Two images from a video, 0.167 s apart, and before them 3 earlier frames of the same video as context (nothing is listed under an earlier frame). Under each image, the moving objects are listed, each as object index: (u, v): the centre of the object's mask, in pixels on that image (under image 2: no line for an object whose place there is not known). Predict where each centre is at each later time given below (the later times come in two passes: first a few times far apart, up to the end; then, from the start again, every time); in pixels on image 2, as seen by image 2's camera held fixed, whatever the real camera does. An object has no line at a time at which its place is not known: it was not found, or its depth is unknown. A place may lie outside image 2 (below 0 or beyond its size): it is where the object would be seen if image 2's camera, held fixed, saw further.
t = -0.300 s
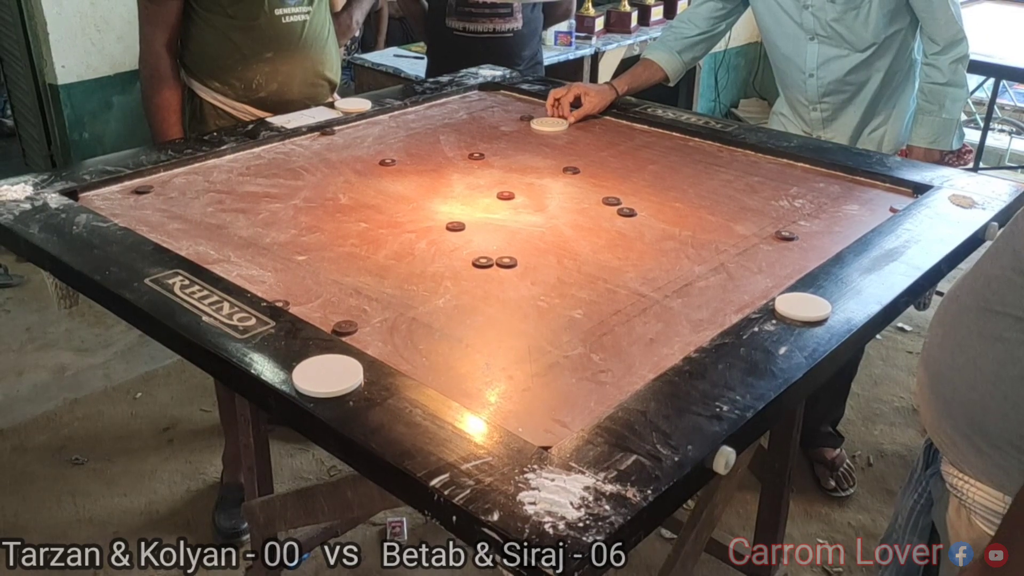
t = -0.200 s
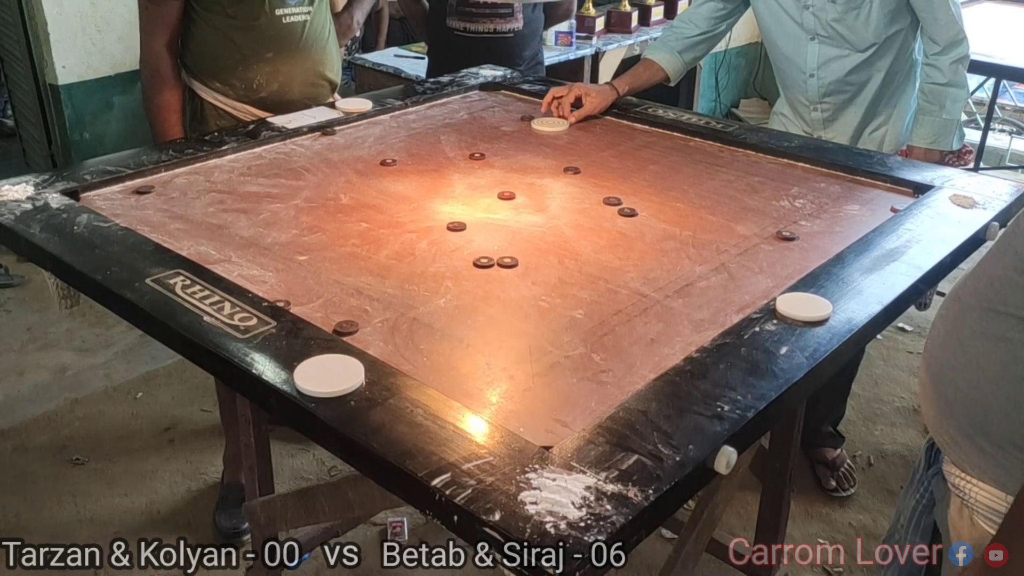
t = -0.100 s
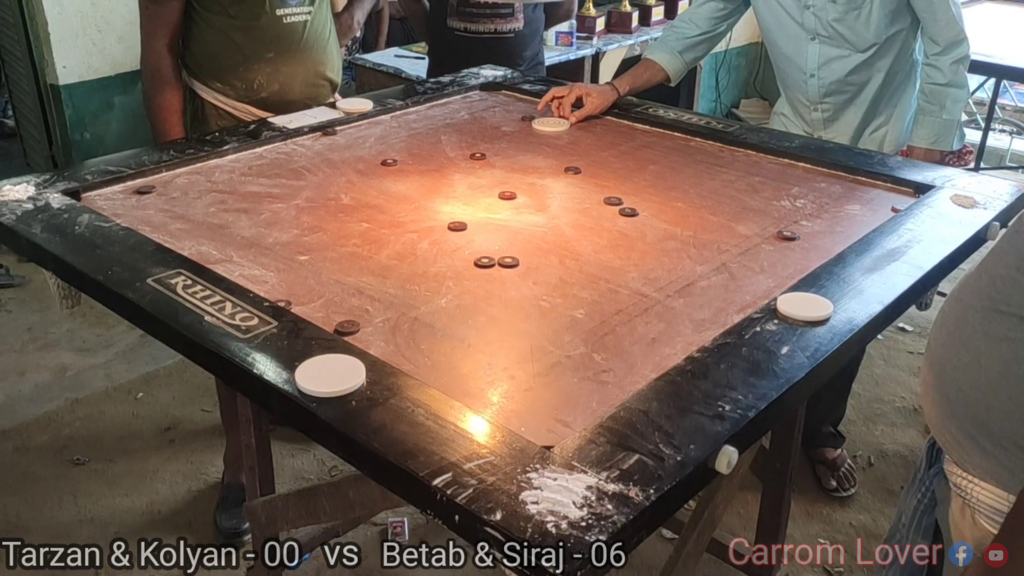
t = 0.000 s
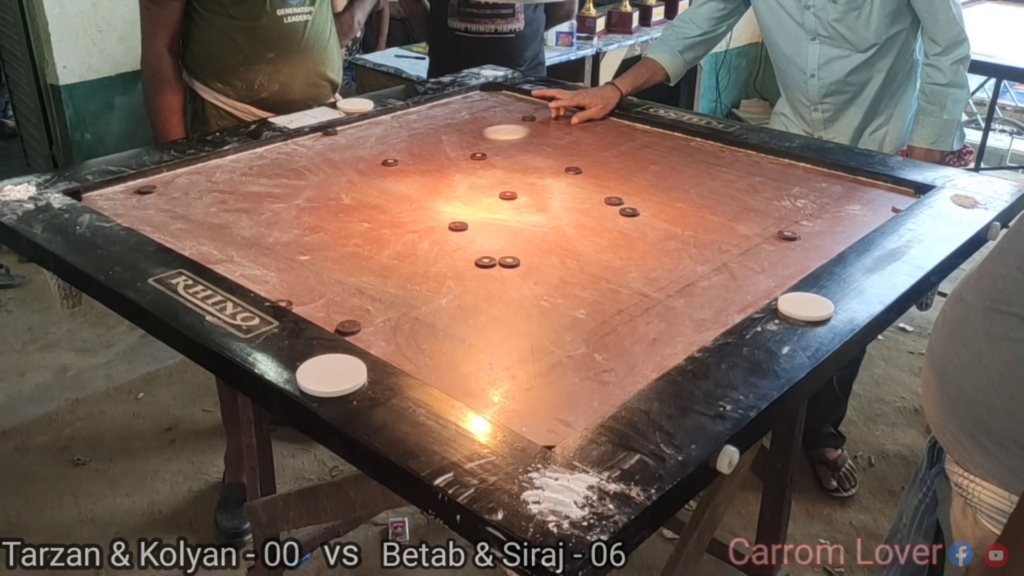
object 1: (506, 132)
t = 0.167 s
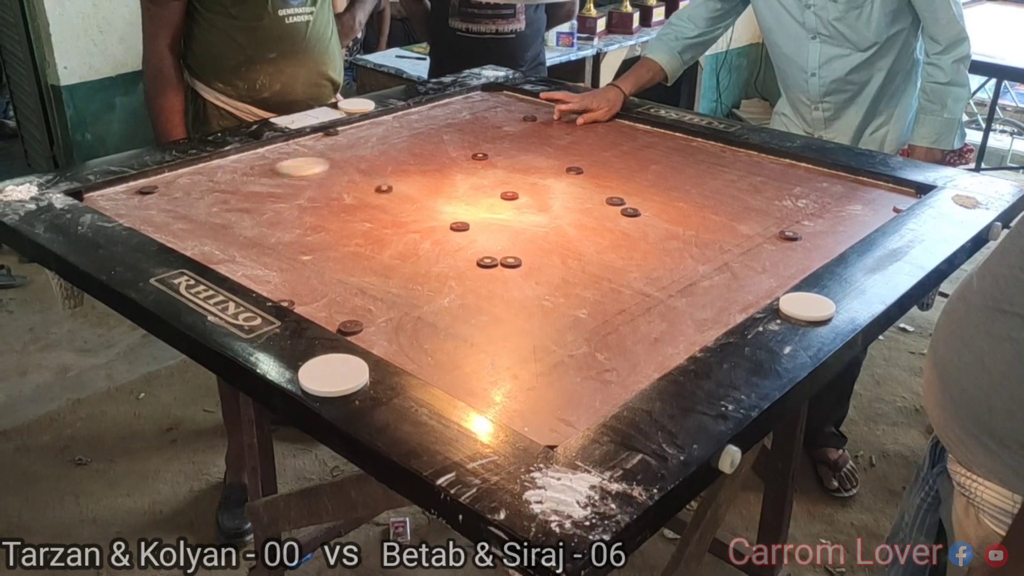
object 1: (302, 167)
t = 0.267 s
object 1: (162, 188)
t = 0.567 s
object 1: (265, 176)
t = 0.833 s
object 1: (390, 157)
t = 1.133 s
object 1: (485, 143)
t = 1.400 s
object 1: (534, 136)
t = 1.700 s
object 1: (547, 134)
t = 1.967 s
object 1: (547, 134)
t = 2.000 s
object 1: (547, 134)
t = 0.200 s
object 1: (256, 174)
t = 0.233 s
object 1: (207, 181)
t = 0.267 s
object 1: (162, 188)
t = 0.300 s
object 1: (120, 194)
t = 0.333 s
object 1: (109, 200)
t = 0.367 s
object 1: (134, 197)
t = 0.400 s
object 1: (159, 193)
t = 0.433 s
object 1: (183, 189)
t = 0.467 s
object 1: (205, 186)
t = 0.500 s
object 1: (226, 183)
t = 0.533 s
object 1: (246, 180)
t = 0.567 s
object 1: (265, 176)
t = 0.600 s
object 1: (283, 174)
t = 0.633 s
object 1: (300, 171)
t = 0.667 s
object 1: (317, 168)
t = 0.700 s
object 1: (333, 166)
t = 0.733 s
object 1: (348, 164)
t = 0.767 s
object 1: (362, 161)
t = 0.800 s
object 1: (377, 159)
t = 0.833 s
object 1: (390, 157)
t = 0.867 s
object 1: (402, 155)
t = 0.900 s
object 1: (414, 154)
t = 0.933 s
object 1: (425, 152)
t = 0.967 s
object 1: (436, 150)
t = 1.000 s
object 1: (447, 148)
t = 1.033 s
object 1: (457, 147)
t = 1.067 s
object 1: (467, 145)
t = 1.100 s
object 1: (476, 144)
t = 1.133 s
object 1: (485, 143)
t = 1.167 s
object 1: (493, 142)
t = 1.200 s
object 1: (501, 140)
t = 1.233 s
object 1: (507, 139)
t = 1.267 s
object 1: (514, 139)
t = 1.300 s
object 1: (520, 138)
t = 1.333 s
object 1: (525, 137)
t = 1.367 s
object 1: (530, 136)
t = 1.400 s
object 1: (534, 136)
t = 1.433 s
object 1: (537, 135)
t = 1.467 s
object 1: (541, 134)
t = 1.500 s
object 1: (543, 134)
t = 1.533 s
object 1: (545, 134)
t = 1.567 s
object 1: (546, 134)
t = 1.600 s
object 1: (547, 134)
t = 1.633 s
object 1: (547, 134)
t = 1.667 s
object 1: (547, 134)
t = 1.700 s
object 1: (547, 134)
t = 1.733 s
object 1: (547, 134)
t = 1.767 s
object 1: (547, 134)
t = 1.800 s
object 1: (547, 134)
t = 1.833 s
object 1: (547, 134)
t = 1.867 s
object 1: (547, 134)
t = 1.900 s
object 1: (548, 134)
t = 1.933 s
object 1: (547, 134)
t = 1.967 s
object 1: (547, 134)
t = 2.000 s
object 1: (547, 134)
